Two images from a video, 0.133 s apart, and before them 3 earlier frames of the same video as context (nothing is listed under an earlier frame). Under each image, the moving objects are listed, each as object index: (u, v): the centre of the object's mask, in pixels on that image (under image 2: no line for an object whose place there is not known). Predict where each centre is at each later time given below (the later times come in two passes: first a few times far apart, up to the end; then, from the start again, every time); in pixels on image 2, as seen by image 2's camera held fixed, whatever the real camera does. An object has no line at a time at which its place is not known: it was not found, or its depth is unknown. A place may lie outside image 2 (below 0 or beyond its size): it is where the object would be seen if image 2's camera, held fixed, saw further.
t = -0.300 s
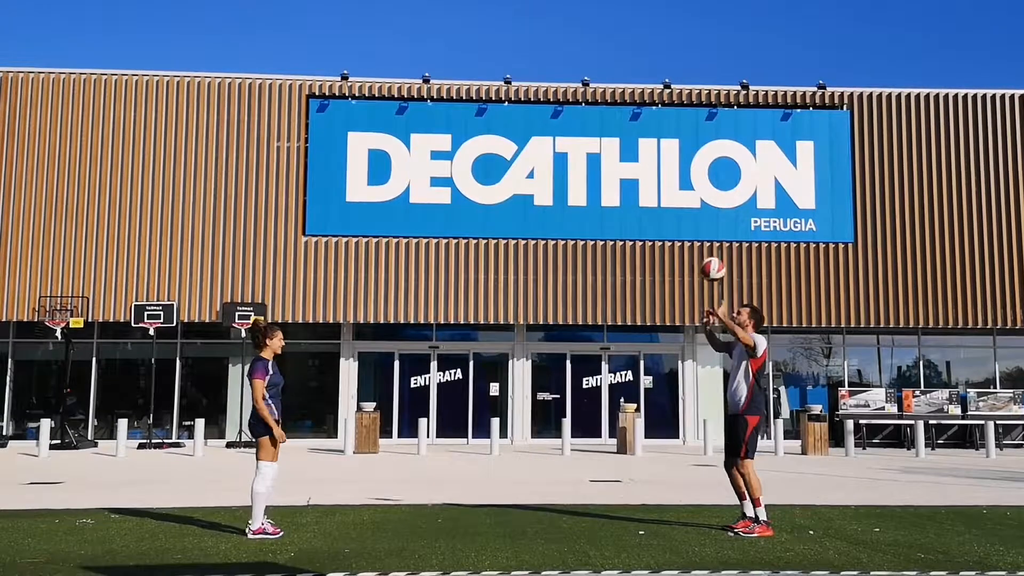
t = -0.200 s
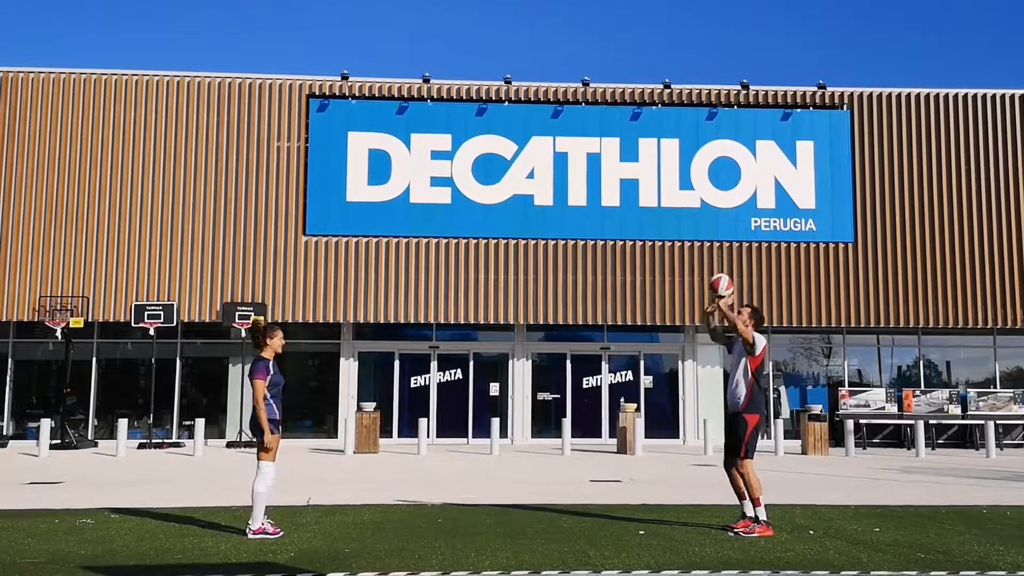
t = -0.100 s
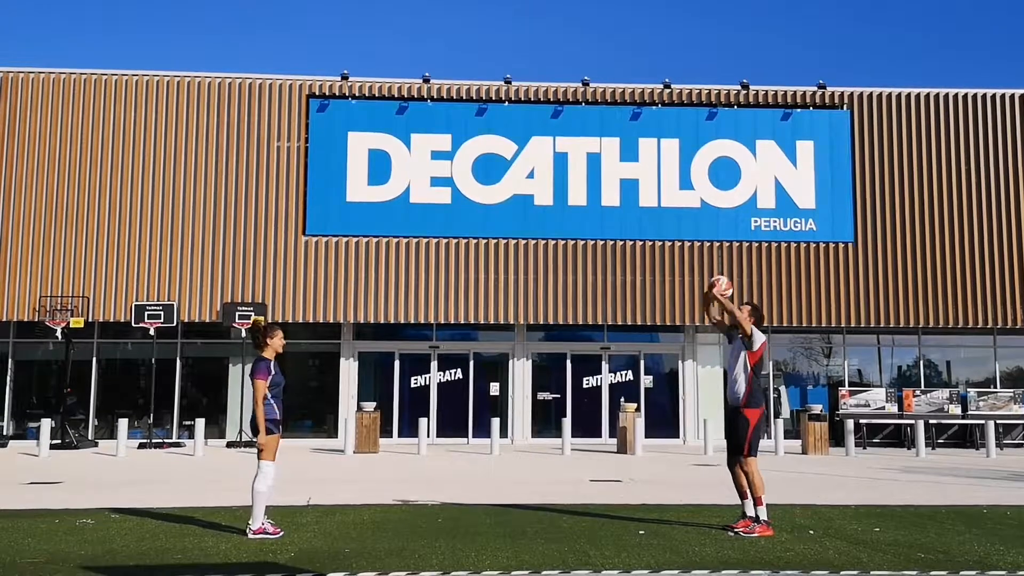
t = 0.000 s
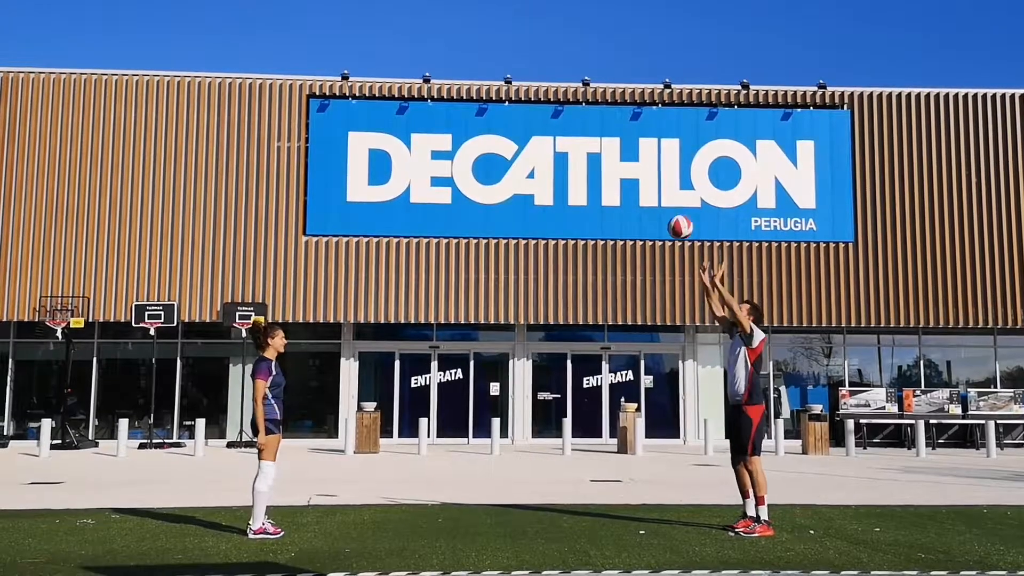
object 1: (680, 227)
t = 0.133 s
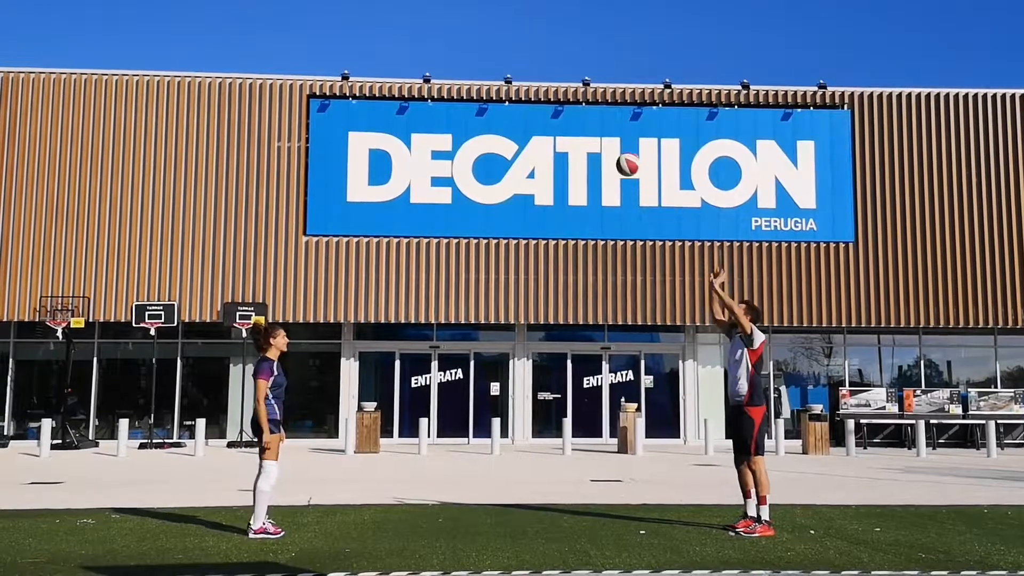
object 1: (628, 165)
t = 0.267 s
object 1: (581, 125)
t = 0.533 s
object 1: (498, 108)
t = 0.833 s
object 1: (417, 184)
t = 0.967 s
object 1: (382, 246)
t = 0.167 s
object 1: (616, 152)
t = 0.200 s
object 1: (603, 142)
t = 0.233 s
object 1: (592, 132)
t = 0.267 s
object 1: (581, 125)
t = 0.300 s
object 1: (569, 118)
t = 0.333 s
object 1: (559, 114)
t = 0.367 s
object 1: (548, 109)
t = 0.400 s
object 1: (538, 106)
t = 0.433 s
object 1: (527, 105)
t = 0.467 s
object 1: (518, 105)
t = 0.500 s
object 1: (508, 106)
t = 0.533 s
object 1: (498, 108)
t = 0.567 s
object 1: (489, 112)
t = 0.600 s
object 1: (479, 117)
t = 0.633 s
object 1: (469, 123)
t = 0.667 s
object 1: (460, 131)
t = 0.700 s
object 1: (451, 139)
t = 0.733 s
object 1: (442, 148)
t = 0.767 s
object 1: (433, 159)
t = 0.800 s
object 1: (425, 171)
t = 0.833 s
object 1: (417, 184)
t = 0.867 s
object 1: (408, 198)
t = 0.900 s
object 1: (400, 213)
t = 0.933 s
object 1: (391, 229)
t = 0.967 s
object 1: (382, 246)
